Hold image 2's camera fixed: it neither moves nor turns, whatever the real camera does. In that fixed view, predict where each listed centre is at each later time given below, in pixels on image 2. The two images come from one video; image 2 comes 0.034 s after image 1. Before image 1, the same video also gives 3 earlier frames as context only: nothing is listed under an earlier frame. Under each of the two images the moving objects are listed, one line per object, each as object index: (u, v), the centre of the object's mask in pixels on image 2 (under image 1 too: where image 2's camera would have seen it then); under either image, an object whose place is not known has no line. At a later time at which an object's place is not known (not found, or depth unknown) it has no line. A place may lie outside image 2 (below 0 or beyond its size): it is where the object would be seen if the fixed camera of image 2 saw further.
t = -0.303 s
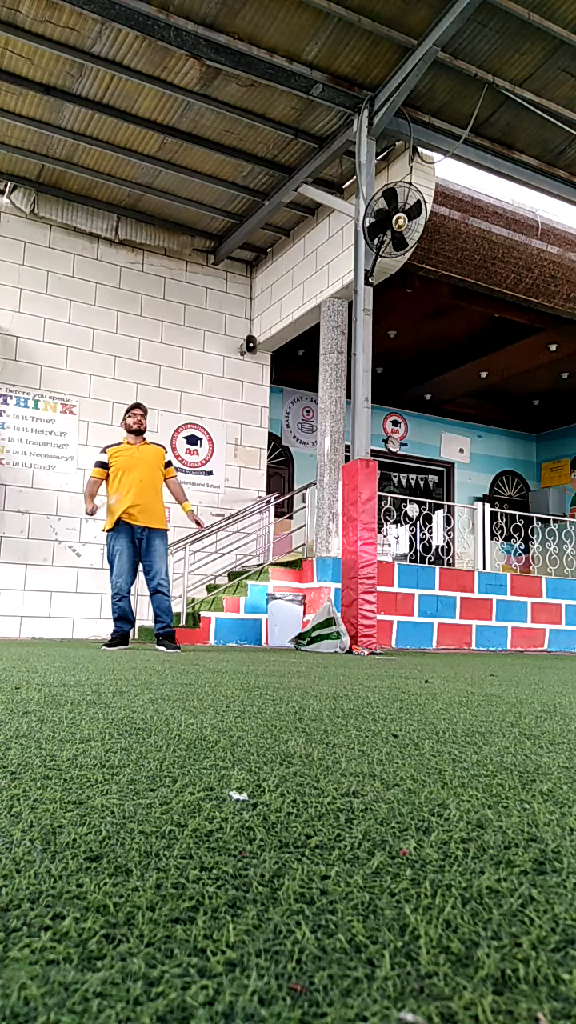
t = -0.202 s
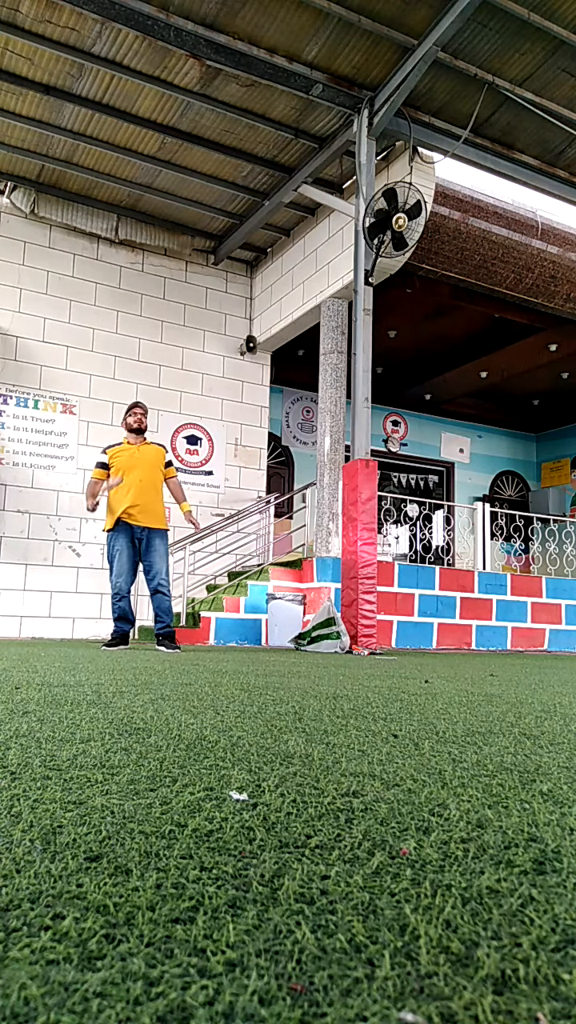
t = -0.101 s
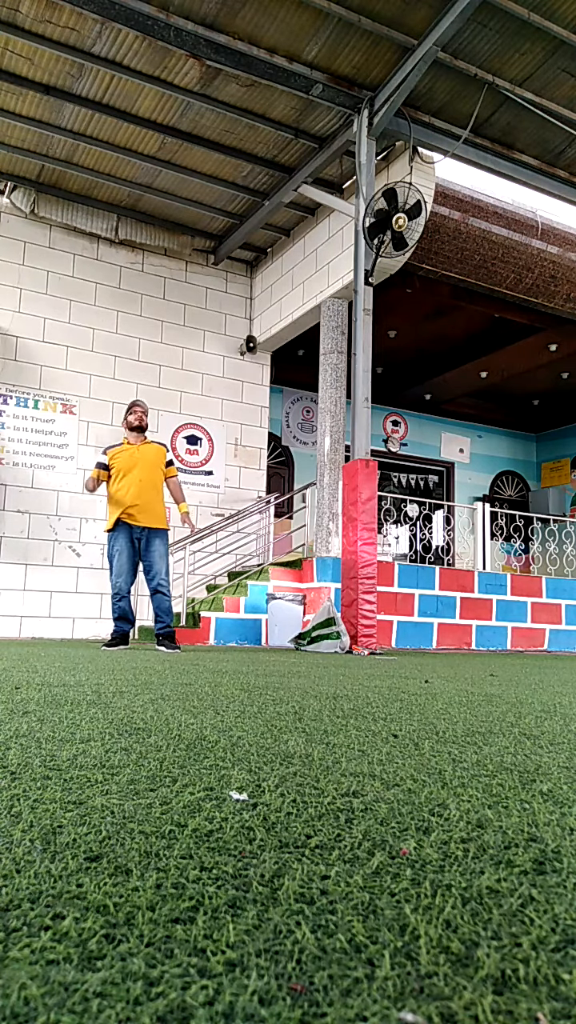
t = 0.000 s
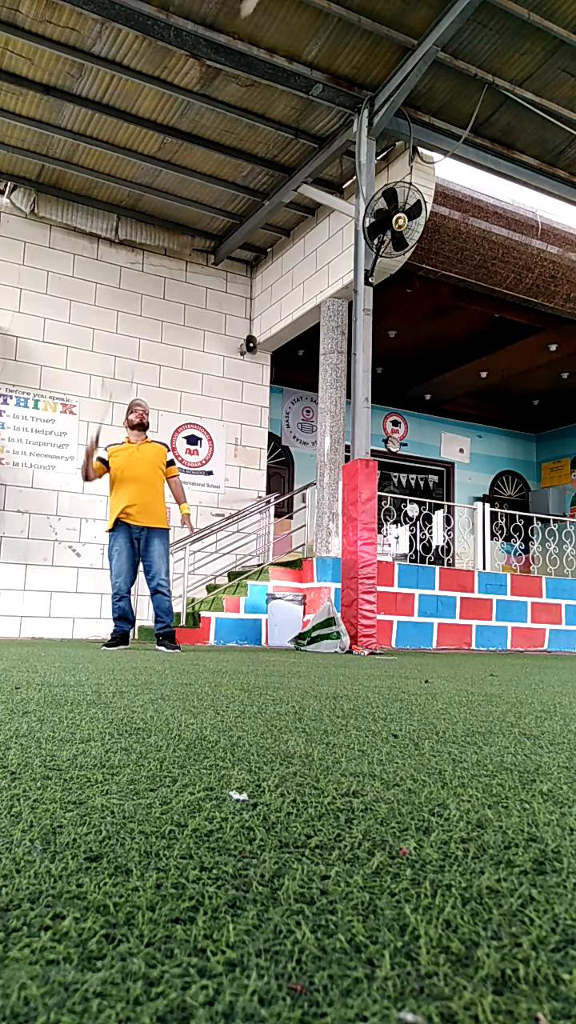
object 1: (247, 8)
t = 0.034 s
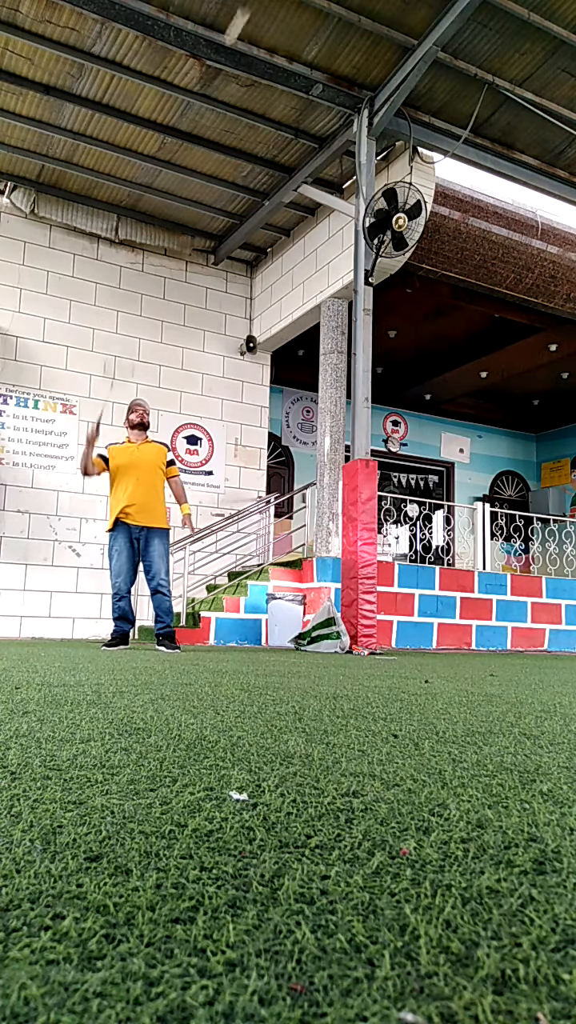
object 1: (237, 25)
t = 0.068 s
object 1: (222, 53)
